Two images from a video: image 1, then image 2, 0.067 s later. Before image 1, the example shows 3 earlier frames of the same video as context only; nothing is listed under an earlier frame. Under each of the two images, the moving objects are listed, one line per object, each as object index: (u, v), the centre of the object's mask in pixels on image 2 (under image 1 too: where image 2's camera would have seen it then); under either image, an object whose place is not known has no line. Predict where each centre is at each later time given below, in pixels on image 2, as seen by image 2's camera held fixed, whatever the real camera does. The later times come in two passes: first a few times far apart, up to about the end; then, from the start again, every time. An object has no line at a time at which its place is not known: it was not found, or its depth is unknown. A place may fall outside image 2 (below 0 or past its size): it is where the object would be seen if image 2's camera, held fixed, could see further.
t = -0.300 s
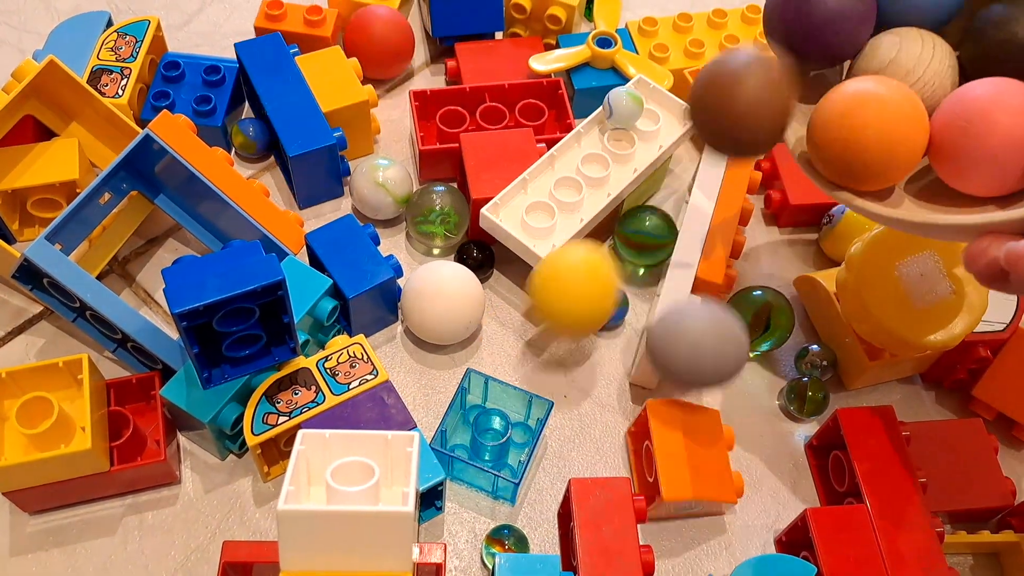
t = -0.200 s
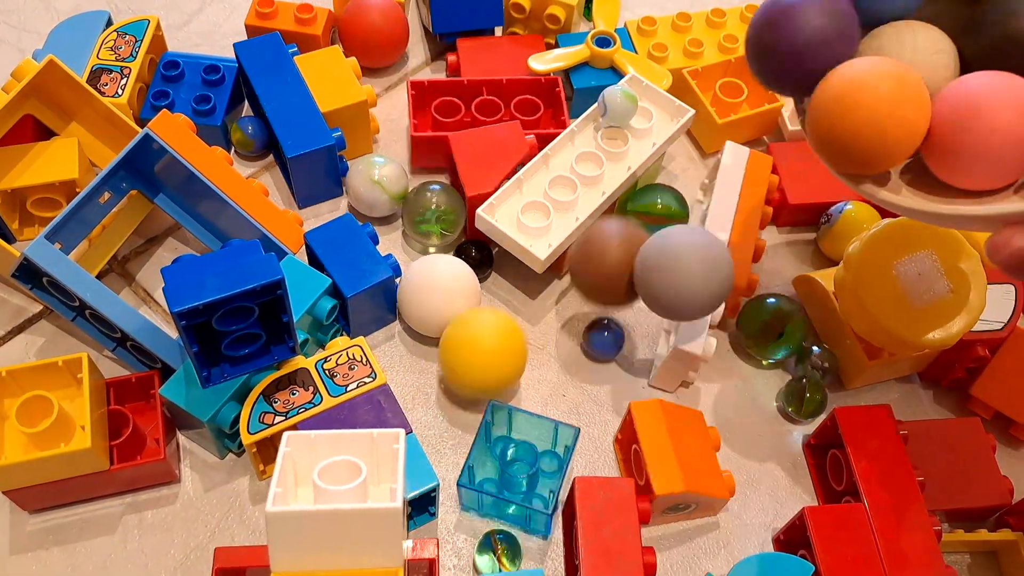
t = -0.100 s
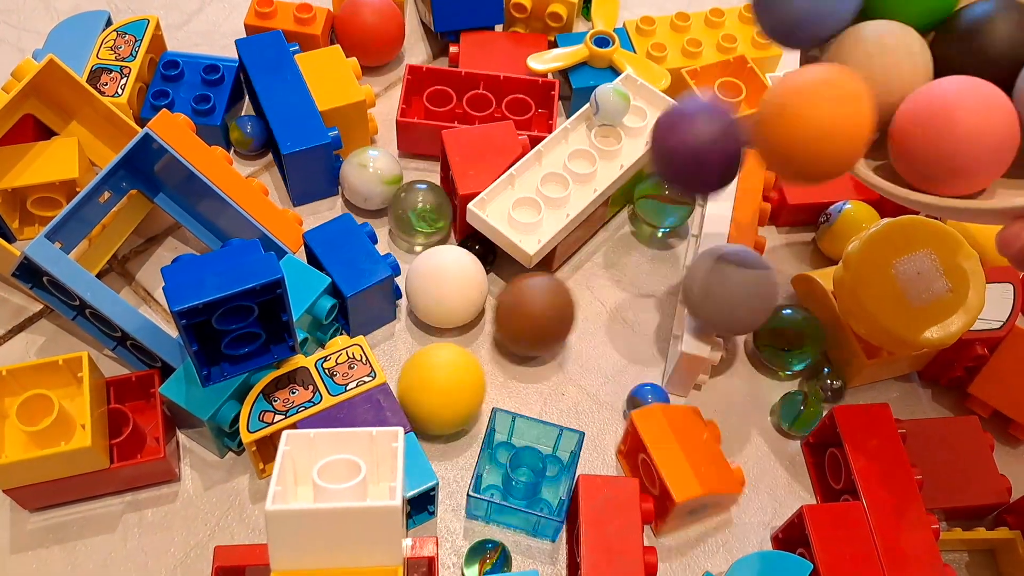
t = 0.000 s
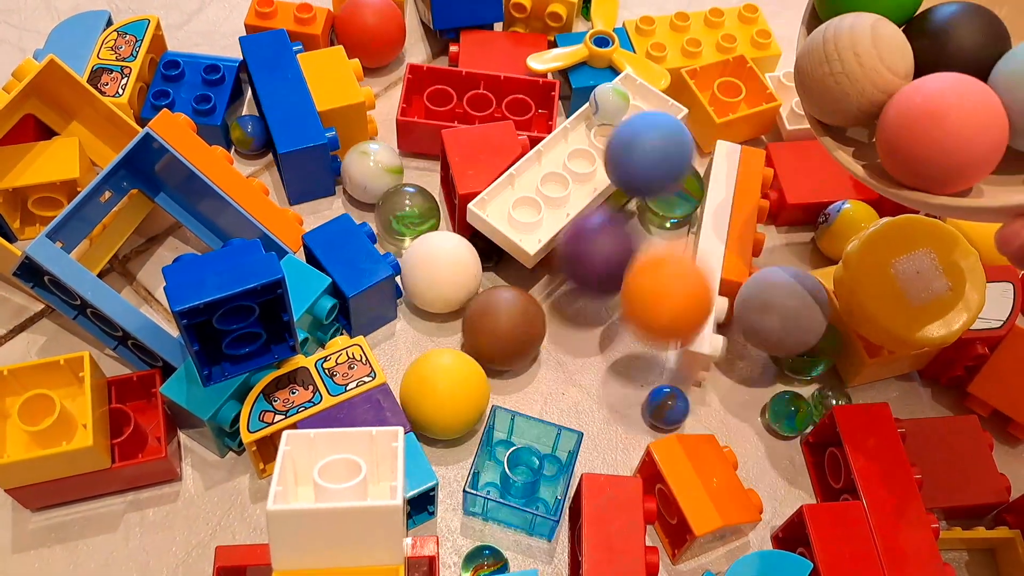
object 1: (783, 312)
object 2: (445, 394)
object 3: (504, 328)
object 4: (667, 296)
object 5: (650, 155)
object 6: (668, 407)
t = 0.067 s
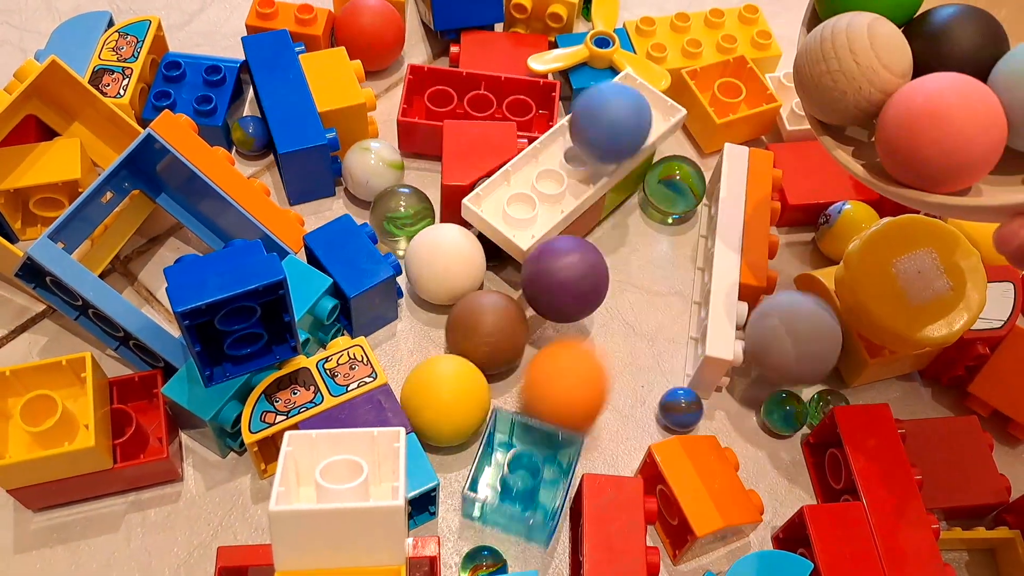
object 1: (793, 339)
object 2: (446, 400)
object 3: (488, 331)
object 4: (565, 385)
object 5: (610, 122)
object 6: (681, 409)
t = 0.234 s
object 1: (762, 417)
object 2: (446, 409)
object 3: (413, 329)
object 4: (542, 416)
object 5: (571, 71)
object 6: (679, 407)
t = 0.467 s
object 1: (774, 440)
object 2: (443, 405)
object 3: (403, 333)
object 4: (532, 422)
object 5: (504, 46)
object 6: (612, 378)
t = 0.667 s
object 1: (772, 440)
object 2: (444, 405)
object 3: (403, 333)
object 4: (533, 422)
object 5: (446, 79)
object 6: (569, 358)
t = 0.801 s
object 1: (770, 433)
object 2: (444, 405)
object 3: (404, 333)
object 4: (533, 423)
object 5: (421, 77)
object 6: (556, 362)
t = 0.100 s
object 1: (789, 363)
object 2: (445, 404)
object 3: (476, 328)
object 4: (532, 383)
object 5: (596, 114)
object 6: (688, 409)
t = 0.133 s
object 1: (782, 372)
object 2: (445, 406)
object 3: (460, 329)
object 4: (531, 381)
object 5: (583, 100)
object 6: (694, 409)
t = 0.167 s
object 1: (772, 385)
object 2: (445, 408)
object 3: (441, 327)
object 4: (533, 394)
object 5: (578, 89)
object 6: (701, 408)
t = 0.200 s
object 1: (767, 400)
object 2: (446, 409)
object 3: (423, 325)
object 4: (541, 413)
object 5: (575, 80)
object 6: (694, 409)
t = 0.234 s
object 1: (762, 417)
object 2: (446, 409)
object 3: (413, 329)
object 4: (542, 416)
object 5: (571, 71)
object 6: (679, 407)
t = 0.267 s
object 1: (762, 421)
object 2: (446, 408)
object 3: (406, 333)
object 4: (542, 422)
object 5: (563, 66)
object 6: (668, 404)
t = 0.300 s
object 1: (762, 427)
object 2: (446, 407)
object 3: (404, 335)
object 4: (542, 425)
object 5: (553, 62)
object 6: (658, 401)
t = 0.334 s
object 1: (764, 430)
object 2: (445, 406)
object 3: (404, 335)
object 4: (540, 426)
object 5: (544, 52)
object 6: (647, 399)
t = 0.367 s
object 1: (767, 434)
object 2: (445, 406)
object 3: (403, 334)
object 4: (538, 425)
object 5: (534, 47)
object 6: (638, 396)
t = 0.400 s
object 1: (769, 437)
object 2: (445, 405)
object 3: (403, 334)
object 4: (537, 424)
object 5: (524, 46)
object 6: (629, 391)
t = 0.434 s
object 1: (771, 439)
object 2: (444, 405)
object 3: (403, 334)
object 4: (534, 424)
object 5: (514, 45)
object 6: (621, 385)
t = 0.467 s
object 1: (774, 440)
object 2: (443, 405)
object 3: (403, 333)
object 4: (532, 422)
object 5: (504, 46)
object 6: (612, 378)
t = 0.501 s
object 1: (776, 441)
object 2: (444, 405)
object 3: (404, 333)
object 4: (532, 422)
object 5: (495, 47)
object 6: (604, 372)
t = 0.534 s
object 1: (776, 440)
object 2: (444, 405)
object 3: (403, 333)
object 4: (533, 421)
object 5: (485, 52)
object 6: (595, 366)
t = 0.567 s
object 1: (776, 440)
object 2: (444, 405)
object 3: (403, 333)
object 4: (533, 421)
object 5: (474, 61)
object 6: (586, 361)
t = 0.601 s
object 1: (775, 440)
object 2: (444, 405)
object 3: (403, 334)
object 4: (533, 421)
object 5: (464, 69)
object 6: (577, 356)
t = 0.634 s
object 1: (774, 440)
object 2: (444, 405)
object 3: (404, 334)
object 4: (533, 421)
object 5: (454, 77)
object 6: (572, 357)
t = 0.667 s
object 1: (772, 440)
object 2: (444, 405)
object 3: (403, 333)
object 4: (533, 422)
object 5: (446, 79)
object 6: (569, 358)
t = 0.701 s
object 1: (772, 439)
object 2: (444, 405)
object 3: (403, 333)
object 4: (533, 422)
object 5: (439, 81)
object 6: (565, 360)
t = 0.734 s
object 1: (771, 437)
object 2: (444, 405)
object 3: (404, 333)
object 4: (532, 423)
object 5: (433, 80)
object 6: (562, 361)
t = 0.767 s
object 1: (770, 435)
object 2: (444, 405)
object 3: (403, 333)
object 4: (532, 423)
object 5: (426, 78)
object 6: (559, 361)
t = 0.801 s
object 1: (770, 433)
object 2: (444, 405)
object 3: (404, 333)
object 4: (533, 423)
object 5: (421, 77)
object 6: (556, 362)
